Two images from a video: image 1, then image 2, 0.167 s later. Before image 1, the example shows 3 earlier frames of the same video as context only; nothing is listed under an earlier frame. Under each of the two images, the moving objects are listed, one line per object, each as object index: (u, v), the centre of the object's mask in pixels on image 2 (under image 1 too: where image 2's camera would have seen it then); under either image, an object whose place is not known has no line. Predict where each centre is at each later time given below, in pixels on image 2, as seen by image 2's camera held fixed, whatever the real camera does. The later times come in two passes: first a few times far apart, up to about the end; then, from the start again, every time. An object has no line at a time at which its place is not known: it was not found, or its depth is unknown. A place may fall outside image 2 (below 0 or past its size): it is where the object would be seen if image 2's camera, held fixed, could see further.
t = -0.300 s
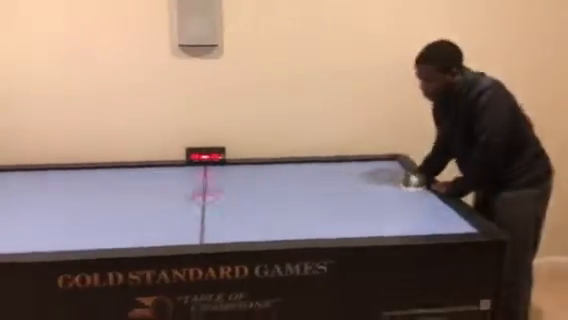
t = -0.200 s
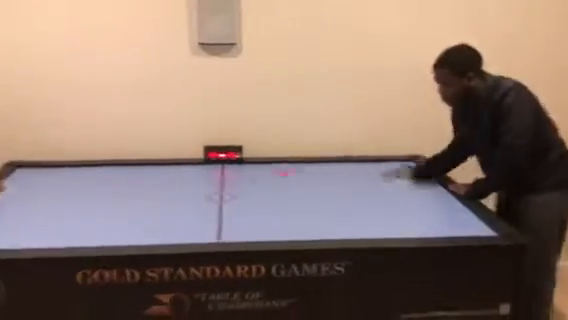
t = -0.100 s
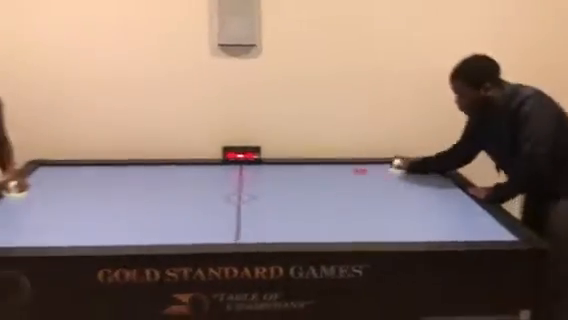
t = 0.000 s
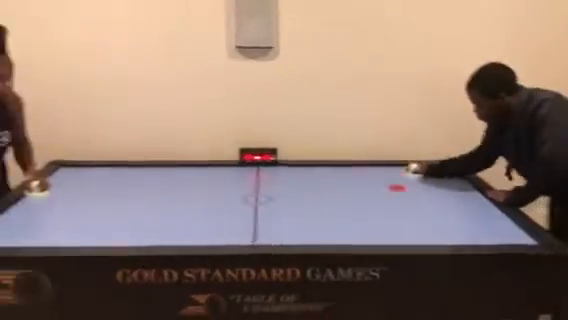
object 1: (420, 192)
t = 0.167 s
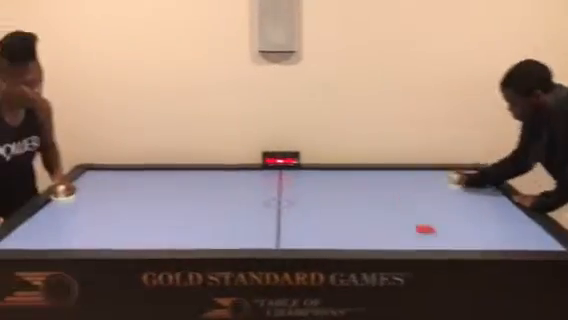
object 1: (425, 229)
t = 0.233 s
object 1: (425, 246)
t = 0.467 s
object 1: (390, 202)
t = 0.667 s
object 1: (368, 174)
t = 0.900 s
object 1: (356, 193)
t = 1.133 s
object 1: (342, 224)
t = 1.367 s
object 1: (326, 234)
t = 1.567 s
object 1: (315, 211)
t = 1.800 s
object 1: (306, 189)
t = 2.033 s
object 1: (299, 173)
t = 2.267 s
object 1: (289, 184)
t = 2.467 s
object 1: (279, 198)
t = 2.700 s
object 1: (267, 217)
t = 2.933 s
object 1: (252, 239)
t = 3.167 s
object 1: (247, 235)
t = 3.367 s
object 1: (248, 220)
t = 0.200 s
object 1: (425, 238)
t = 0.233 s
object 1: (425, 246)
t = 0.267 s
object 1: (420, 241)
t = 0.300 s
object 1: (414, 233)
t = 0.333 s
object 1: (409, 226)
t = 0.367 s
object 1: (404, 220)
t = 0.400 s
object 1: (399, 213)
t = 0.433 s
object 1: (394, 208)
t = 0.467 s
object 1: (390, 202)
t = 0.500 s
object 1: (386, 197)
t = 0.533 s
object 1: (382, 192)
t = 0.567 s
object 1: (379, 187)
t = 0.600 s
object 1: (374, 183)
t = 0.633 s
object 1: (371, 178)
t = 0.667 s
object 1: (368, 174)
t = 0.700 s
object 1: (367, 173)
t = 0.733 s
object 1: (365, 174)
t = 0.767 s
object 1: (363, 178)
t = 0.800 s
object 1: (361, 182)
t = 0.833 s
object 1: (360, 185)
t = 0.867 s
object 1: (358, 189)
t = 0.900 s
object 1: (356, 193)
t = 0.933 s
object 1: (354, 197)
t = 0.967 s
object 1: (352, 201)
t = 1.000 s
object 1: (351, 205)
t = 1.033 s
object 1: (348, 209)
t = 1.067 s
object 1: (346, 214)
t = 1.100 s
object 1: (345, 219)
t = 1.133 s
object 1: (342, 224)
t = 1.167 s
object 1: (339, 230)
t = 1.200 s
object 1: (337, 235)
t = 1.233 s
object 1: (335, 241)
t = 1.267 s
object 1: (332, 245)
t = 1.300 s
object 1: (330, 243)
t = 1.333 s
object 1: (328, 239)
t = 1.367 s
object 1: (326, 234)
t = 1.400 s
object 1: (323, 230)
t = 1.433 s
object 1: (321, 226)
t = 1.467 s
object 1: (320, 222)
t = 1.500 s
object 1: (319, 218)
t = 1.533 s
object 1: (317, 215)
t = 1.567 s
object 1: (315, 211)
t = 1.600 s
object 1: (314, 207)
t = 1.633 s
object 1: (312, 204)
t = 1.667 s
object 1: (311, 201)
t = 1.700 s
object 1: (309, 198)
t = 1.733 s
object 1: (308, 195)
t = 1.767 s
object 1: (307, 192)
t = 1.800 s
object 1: (306, 189)
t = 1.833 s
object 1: (305, 186)
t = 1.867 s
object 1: (305, 184)
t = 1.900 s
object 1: (304, 181)
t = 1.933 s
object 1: (302, 178)
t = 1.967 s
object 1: (301, 176)
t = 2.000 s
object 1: (300, 174)
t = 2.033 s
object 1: (299, 173)
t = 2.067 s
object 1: (298, 173)
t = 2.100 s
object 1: (296, 175)
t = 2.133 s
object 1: (295, 176)
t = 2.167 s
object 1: (293, 178)
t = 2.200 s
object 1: (293, 180)
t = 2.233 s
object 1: (291, 182)
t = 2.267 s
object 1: (289, 184)
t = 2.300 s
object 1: (288, 186)
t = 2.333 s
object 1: (287, 189)
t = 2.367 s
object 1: (285, 191)
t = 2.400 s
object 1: (283, 193)
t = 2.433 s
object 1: (281, 196)
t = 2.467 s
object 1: (279, 198)
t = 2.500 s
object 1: (277, 201)
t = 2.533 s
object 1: (276, 203)
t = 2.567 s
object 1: (275, 206)
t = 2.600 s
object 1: (271, 208)
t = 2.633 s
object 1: (270, 211)
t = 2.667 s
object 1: (269, 214)
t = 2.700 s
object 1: (267, 217)
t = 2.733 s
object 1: (265, 219)
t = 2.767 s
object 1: (263, 222)
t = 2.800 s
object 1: (261, 225)
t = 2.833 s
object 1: (259, 229)
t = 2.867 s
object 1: (257, 232)
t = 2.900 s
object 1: (255, 235)
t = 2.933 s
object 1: (252, 239)
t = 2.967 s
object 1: (251, 242)
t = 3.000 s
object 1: (248, 244)
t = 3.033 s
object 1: (248, 244)
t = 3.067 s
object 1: (248, 243)
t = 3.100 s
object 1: (248, 240)
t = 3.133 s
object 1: (248, 237)
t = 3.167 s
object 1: (247, 235)
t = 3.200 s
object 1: (247, 232)
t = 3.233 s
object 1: (248, 229)
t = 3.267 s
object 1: (248, 227)
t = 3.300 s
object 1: (248, 224)
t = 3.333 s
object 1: (248, 222)
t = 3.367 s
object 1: (248, 220)
